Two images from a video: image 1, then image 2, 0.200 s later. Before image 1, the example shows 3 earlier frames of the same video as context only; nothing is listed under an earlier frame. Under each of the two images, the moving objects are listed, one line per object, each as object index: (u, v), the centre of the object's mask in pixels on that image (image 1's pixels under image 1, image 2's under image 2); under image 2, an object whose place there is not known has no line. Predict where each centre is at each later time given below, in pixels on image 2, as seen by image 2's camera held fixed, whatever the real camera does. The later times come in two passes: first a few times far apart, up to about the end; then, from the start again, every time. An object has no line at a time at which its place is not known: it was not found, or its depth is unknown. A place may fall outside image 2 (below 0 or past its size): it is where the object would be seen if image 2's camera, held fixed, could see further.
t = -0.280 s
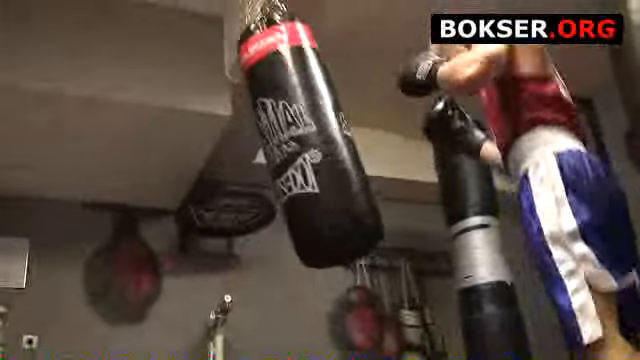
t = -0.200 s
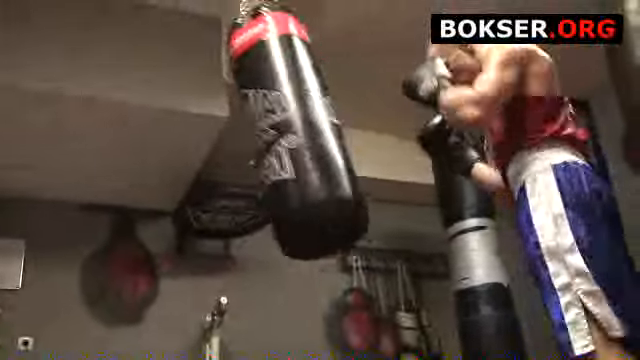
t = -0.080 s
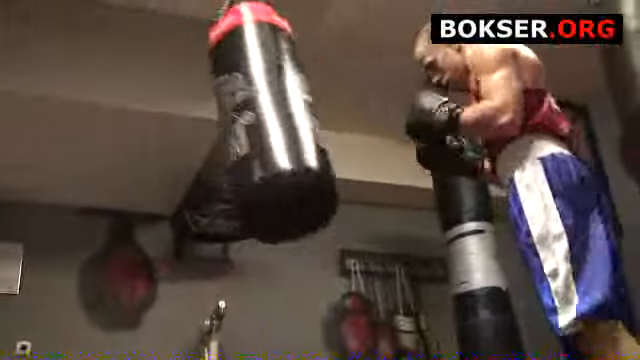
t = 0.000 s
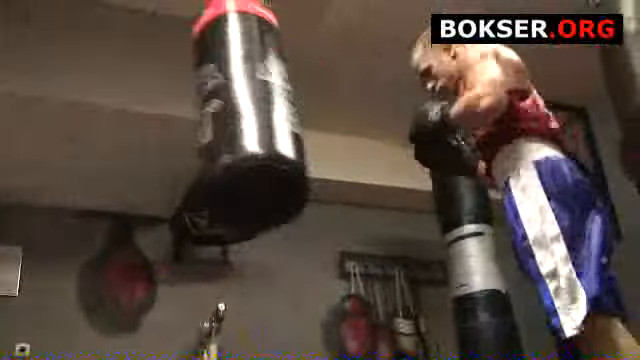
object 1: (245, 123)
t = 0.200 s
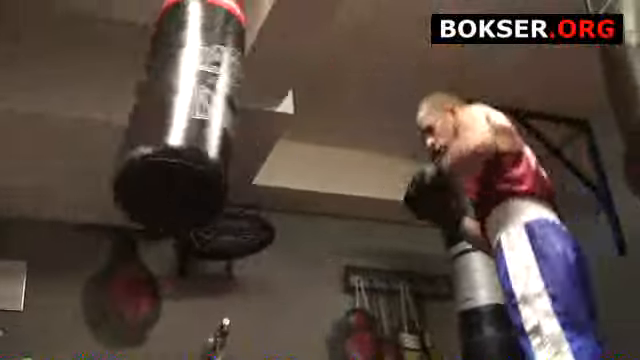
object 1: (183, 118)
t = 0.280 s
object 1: (158, 116)
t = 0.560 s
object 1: (113, 138)
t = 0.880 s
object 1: (143, 186)
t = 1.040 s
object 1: (178, 203)
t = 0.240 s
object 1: (170, 116)
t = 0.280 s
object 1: (158, 116)
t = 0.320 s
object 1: (145, 117)
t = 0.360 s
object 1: (134, 120)
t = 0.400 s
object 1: (126, 124)
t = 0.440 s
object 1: (119, 128)
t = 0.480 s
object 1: (116, 130)
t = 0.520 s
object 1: (113, 134)
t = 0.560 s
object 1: (113, 138)
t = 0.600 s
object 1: (113, 141)
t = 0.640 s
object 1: (116, 144)
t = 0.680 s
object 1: (118, 151)
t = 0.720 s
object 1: (121, 156)
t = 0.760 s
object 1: (125, 164)
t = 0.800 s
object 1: (130, 171)
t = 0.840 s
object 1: (136, 180)
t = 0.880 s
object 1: (143, 186)
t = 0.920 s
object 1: (152, 191)
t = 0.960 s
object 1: (159, 197)
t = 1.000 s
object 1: (168, 199)
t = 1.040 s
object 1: (178, 203)
